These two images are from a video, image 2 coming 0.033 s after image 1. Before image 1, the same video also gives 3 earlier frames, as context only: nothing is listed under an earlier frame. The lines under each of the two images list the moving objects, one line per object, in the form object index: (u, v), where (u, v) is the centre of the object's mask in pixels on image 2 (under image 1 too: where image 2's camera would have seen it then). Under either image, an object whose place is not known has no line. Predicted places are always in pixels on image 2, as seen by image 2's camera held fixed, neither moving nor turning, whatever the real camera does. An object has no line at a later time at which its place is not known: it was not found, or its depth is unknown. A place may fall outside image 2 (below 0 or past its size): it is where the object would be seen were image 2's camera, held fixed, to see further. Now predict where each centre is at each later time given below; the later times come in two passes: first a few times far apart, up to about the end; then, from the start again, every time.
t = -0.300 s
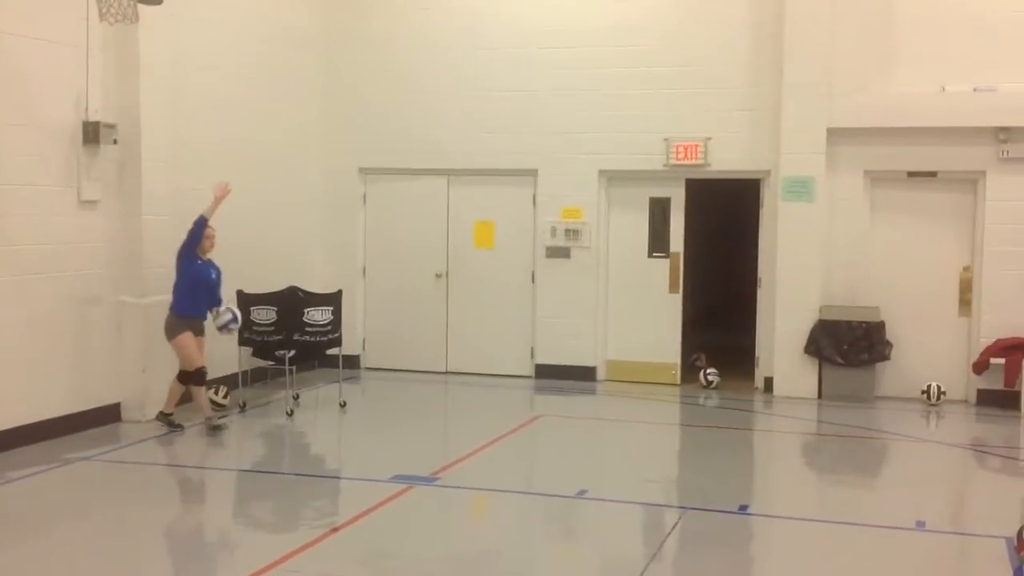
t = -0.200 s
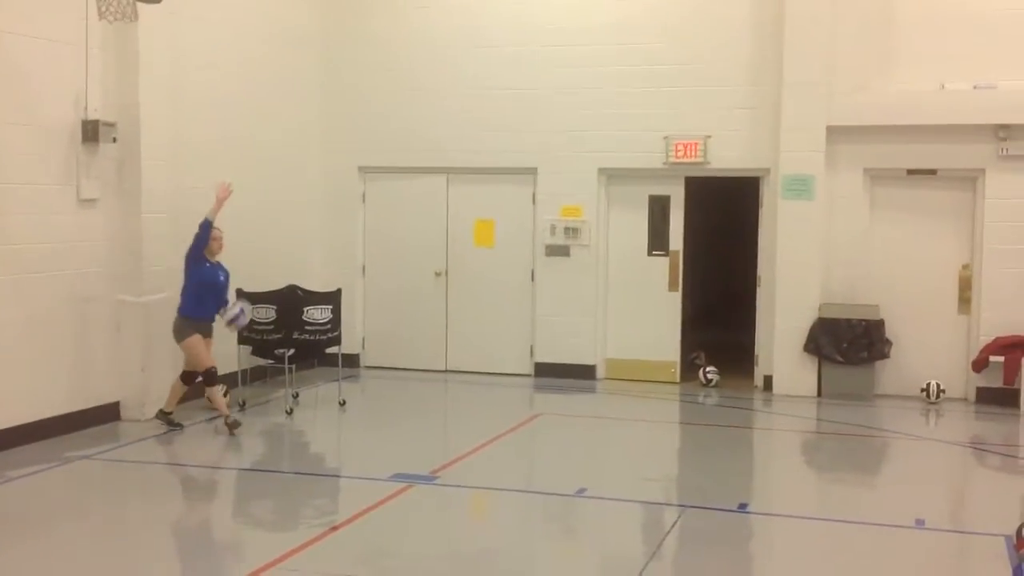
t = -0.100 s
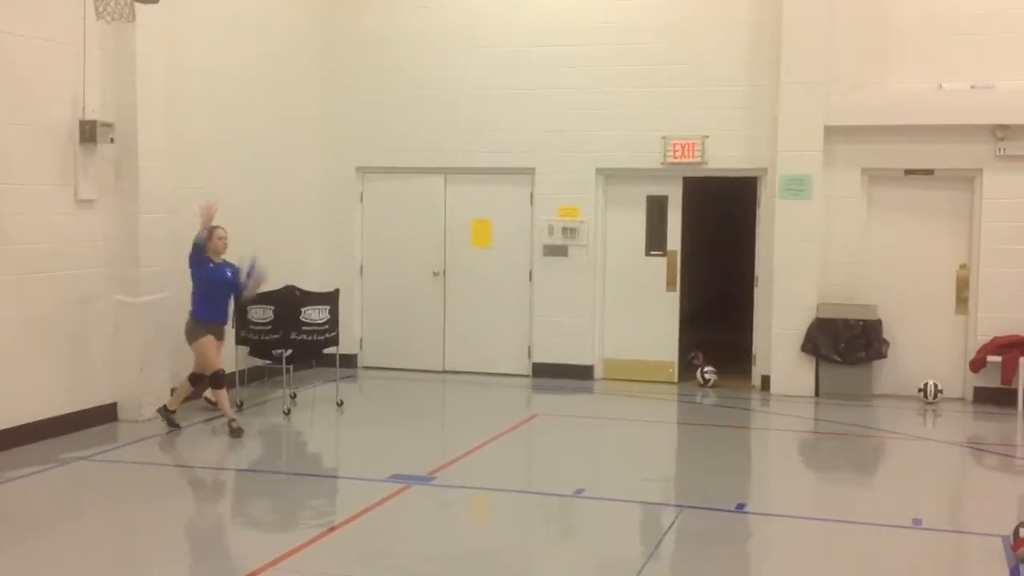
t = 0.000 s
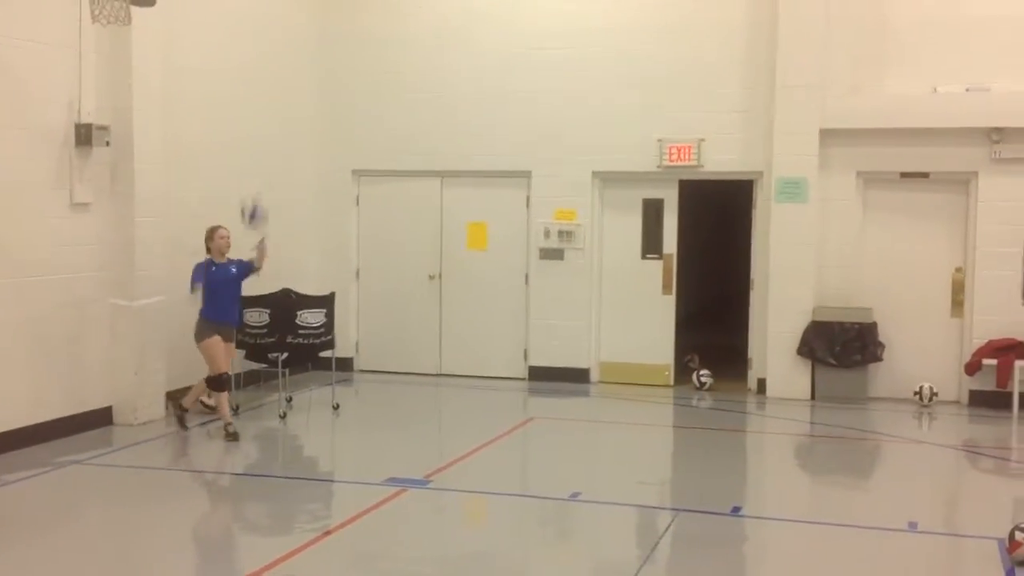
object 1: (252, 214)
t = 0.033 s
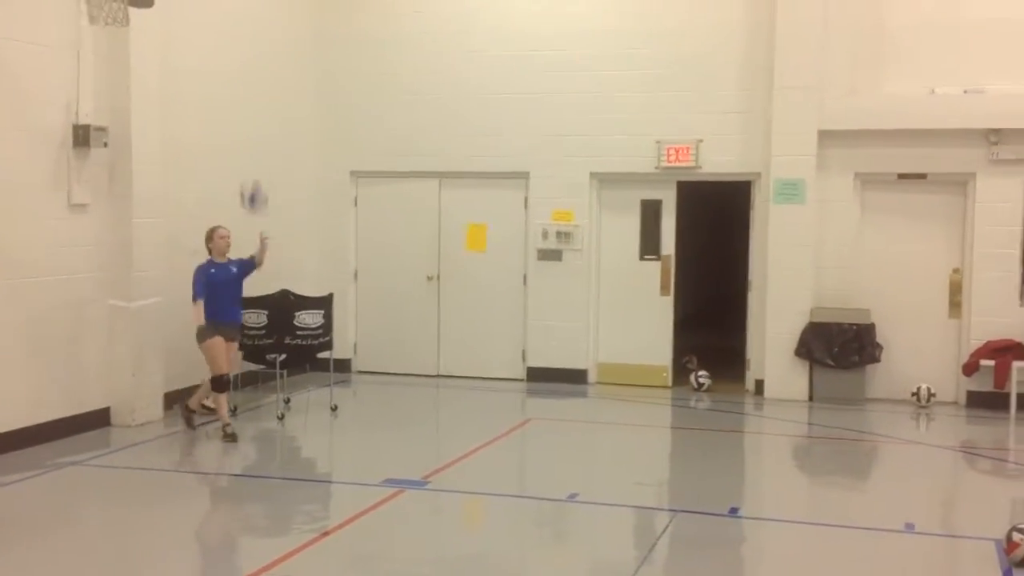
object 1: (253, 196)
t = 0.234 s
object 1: (264, 119)
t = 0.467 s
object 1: (278, 97)
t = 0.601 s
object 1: (285, 119)
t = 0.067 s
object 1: (255, 181)
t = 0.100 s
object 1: (257, 166)
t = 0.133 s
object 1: (258, 150)
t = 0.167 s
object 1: (260, 139)
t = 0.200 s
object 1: (262, 128)
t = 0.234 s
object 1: (264, 119)
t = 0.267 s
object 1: (266, 111)
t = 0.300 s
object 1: (267, 105)
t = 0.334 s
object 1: (269, 101)
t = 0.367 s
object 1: (272, 97)
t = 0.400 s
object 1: (274, 95)
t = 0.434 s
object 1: (276, 95)
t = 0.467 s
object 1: (278, 97)
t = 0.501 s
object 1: (280, 99)
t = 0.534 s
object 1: (281, 105)
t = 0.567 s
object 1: (283, 111)
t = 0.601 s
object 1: (285, 119)
